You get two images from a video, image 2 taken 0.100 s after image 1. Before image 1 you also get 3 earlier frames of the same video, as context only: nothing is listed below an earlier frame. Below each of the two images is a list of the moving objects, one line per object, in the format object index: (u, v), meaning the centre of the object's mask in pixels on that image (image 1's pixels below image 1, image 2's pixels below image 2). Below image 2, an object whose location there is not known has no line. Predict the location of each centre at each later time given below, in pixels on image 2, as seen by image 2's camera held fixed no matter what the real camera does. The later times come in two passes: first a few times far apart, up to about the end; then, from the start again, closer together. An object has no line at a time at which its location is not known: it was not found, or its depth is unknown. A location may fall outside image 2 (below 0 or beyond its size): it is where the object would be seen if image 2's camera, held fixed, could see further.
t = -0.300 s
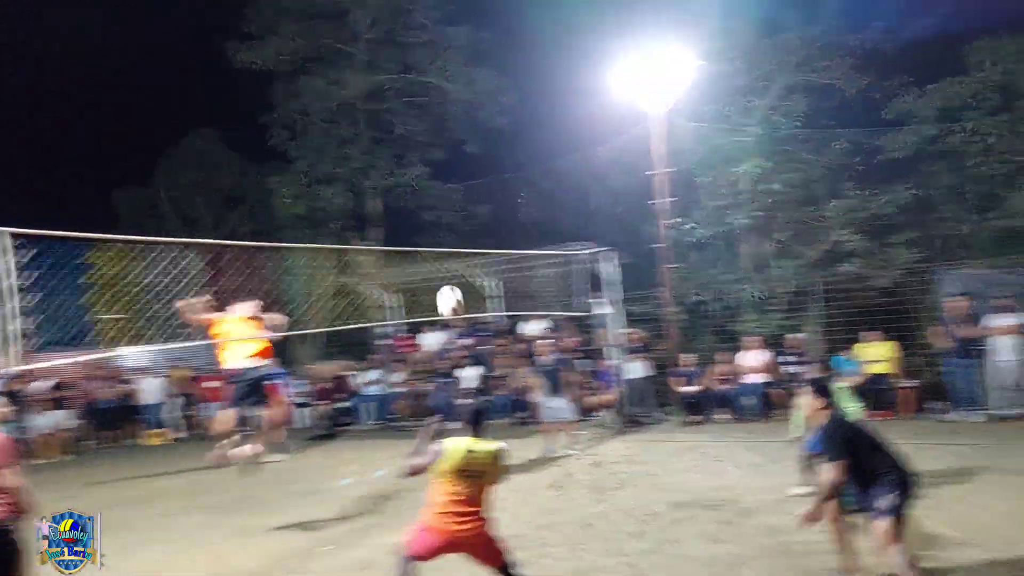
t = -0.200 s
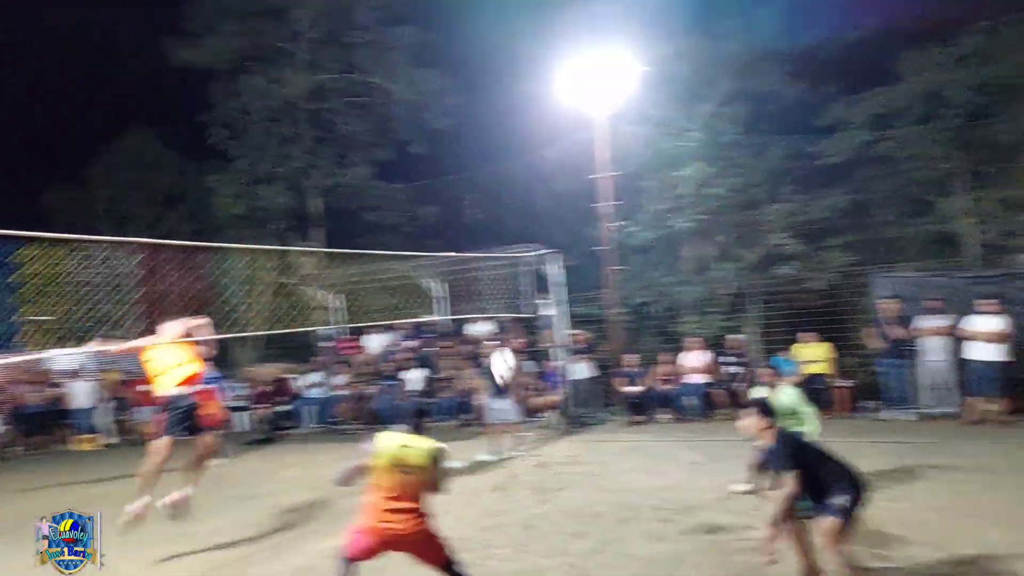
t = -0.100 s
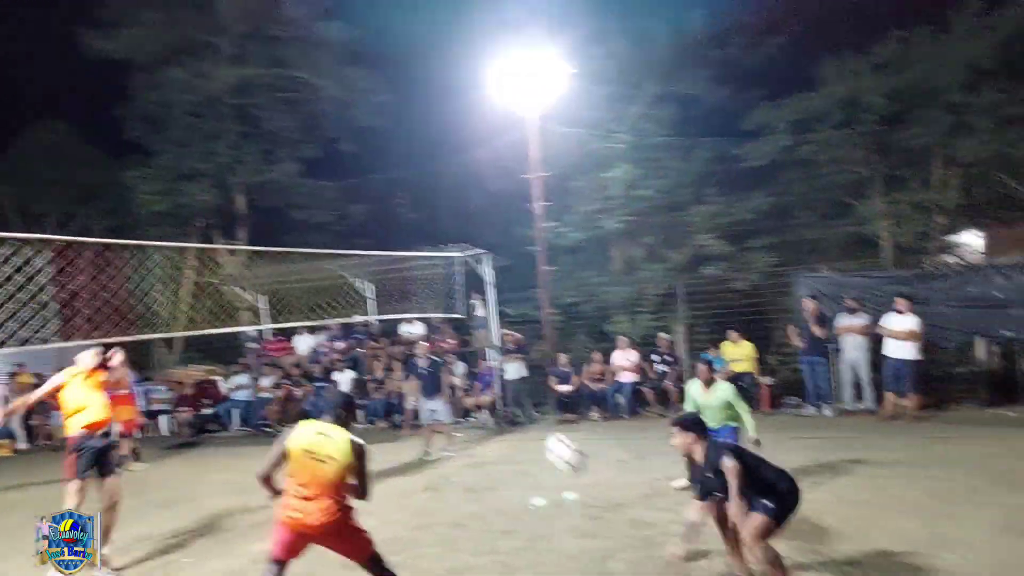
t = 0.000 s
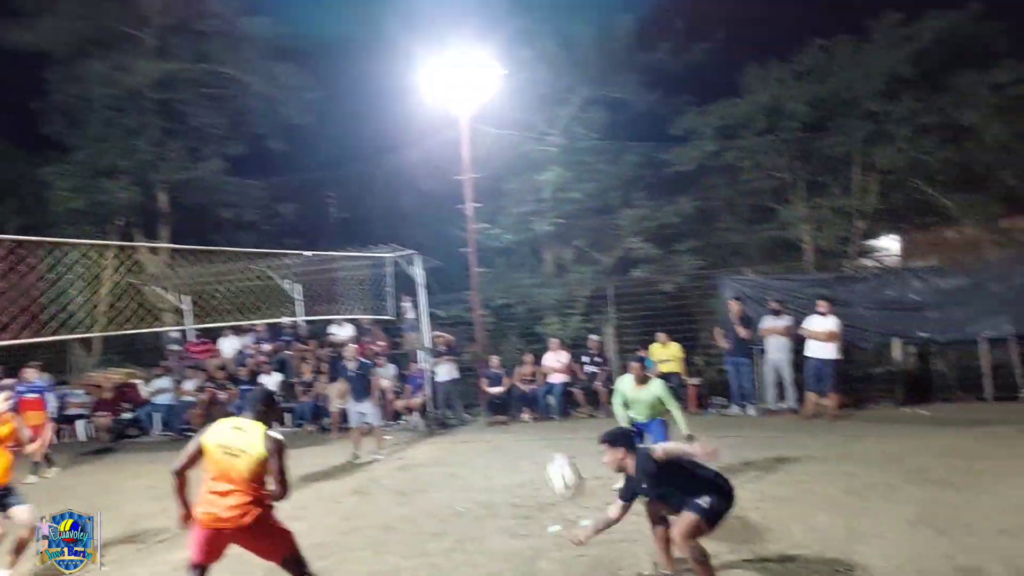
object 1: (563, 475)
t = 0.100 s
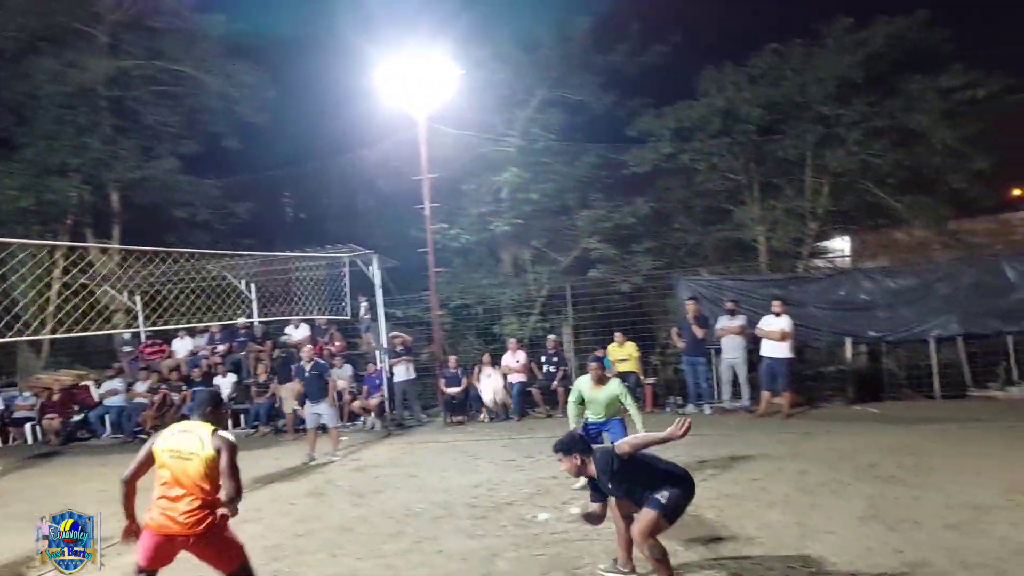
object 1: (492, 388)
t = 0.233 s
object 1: (460, 293)
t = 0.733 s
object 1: (349, 132)
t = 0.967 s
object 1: (302, 186)
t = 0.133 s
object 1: (483, 362)
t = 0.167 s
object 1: (474, 337)
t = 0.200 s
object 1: (466, 314)
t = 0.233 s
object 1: (460, 293)
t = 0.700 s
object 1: (356, 131)
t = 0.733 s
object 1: (349, 132)
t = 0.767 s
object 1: (343, 134)
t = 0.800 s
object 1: (336, 138)
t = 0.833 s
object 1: (329, 144)
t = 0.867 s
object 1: (322, 151)
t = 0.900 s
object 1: (315, 160)
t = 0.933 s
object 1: (308, 172)
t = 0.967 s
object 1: (302, 186)
